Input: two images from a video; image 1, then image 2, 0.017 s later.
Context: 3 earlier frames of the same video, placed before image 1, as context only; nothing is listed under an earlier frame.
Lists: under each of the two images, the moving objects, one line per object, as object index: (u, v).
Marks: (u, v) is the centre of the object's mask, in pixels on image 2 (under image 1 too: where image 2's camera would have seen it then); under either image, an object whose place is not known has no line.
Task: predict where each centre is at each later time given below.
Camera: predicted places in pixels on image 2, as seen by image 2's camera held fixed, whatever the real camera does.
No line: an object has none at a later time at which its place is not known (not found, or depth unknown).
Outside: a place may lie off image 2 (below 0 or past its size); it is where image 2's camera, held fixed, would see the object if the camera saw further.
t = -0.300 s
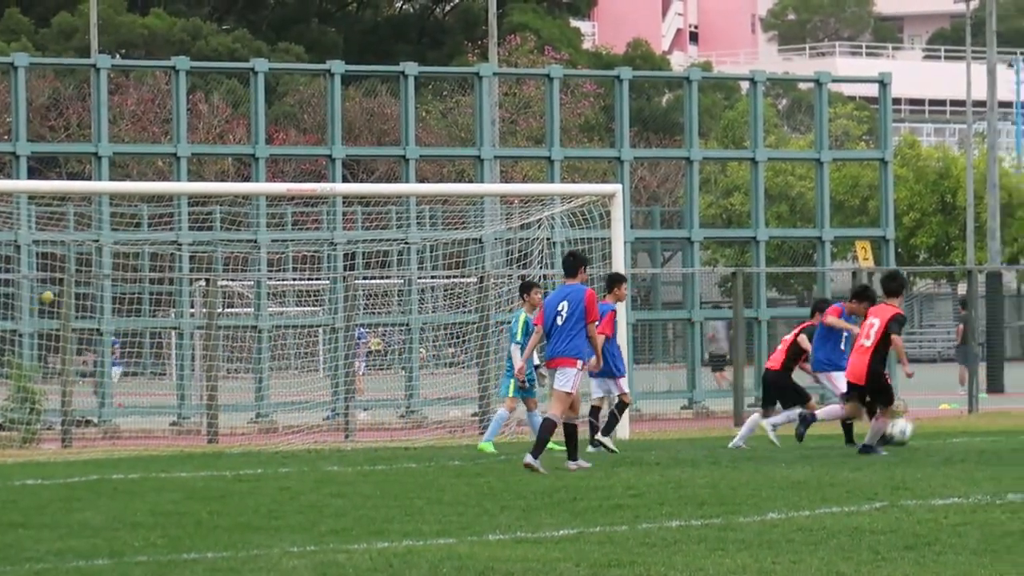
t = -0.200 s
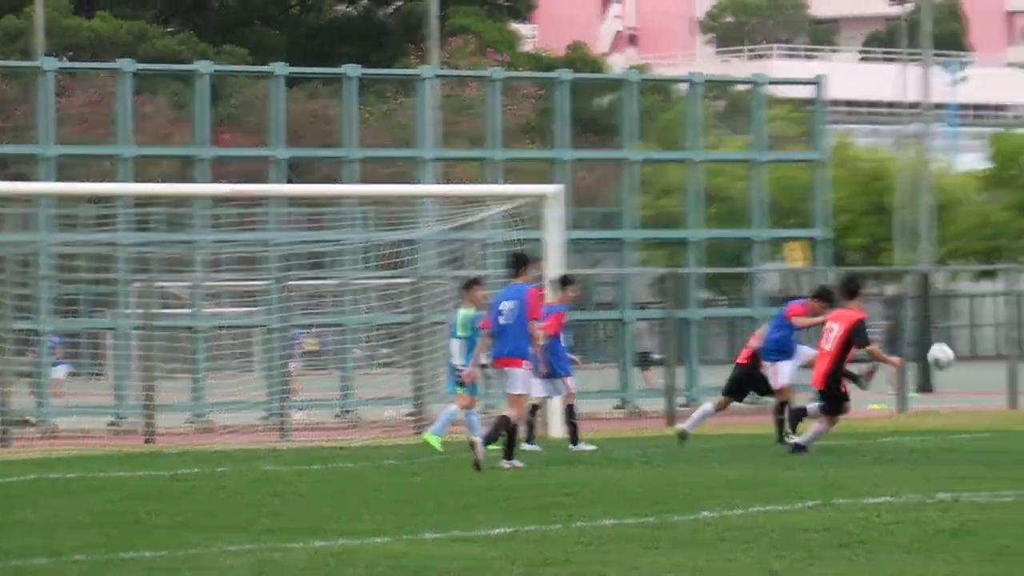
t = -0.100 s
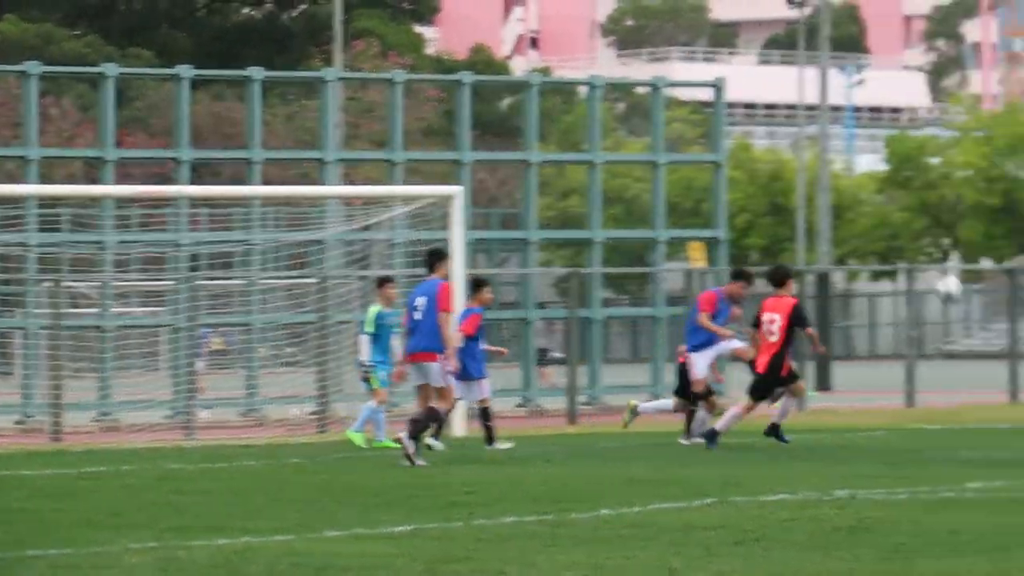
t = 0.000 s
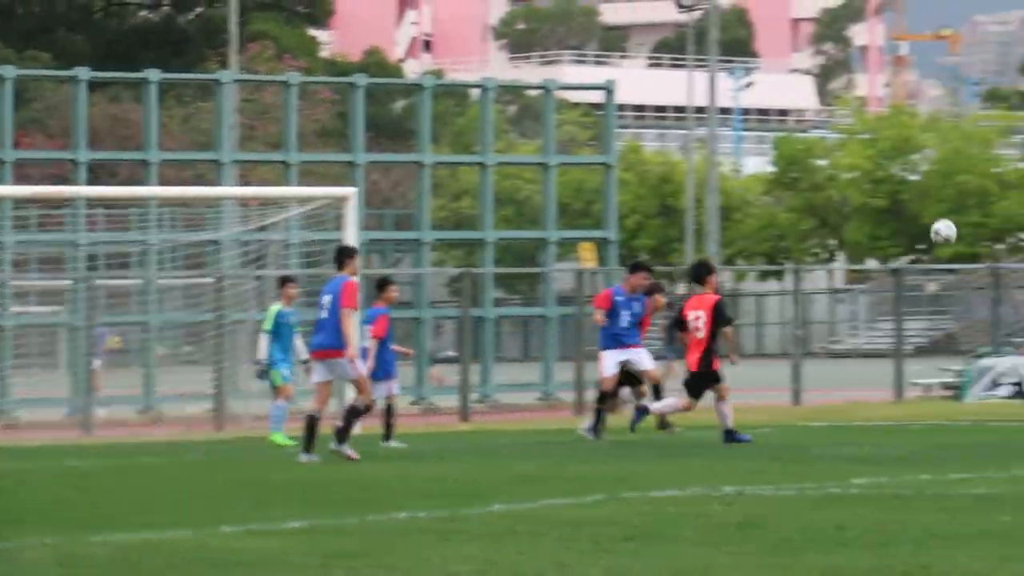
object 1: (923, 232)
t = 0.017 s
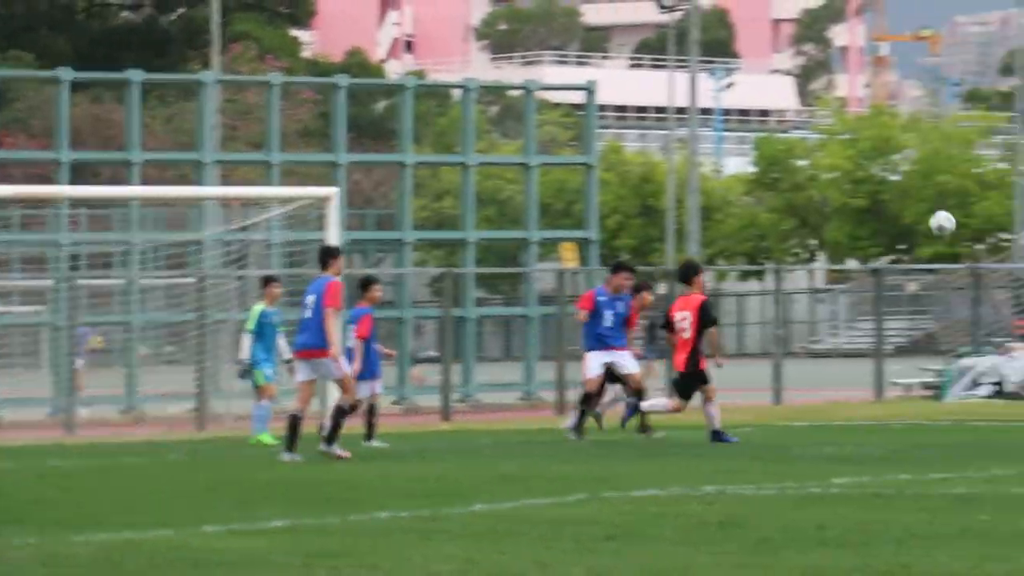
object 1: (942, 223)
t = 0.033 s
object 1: (961, 214)
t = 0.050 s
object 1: (980, 206)
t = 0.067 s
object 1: (1000, 197)
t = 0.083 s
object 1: (1019, 190)
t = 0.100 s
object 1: (1038, 183)
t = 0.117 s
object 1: (1058, 173)
